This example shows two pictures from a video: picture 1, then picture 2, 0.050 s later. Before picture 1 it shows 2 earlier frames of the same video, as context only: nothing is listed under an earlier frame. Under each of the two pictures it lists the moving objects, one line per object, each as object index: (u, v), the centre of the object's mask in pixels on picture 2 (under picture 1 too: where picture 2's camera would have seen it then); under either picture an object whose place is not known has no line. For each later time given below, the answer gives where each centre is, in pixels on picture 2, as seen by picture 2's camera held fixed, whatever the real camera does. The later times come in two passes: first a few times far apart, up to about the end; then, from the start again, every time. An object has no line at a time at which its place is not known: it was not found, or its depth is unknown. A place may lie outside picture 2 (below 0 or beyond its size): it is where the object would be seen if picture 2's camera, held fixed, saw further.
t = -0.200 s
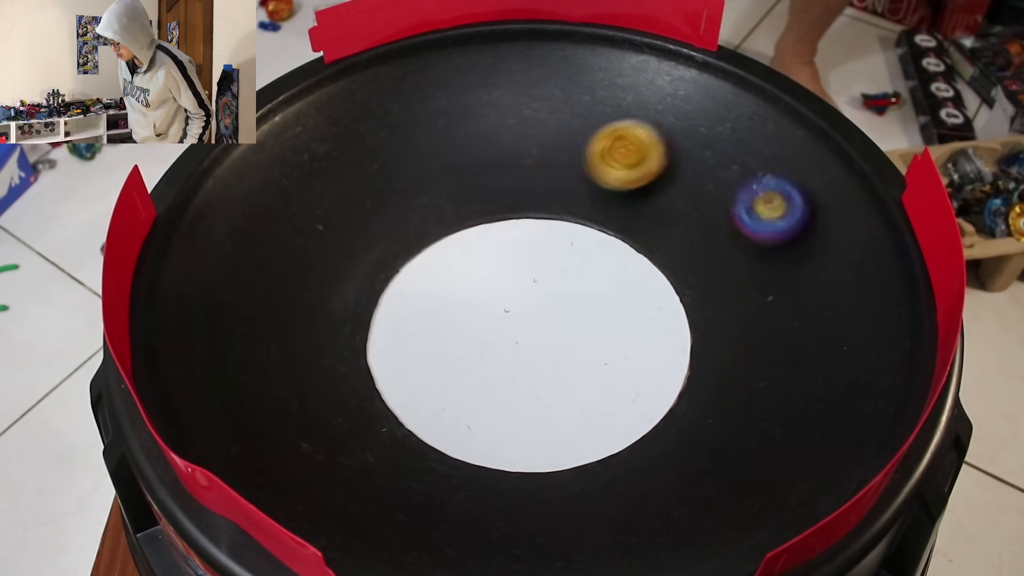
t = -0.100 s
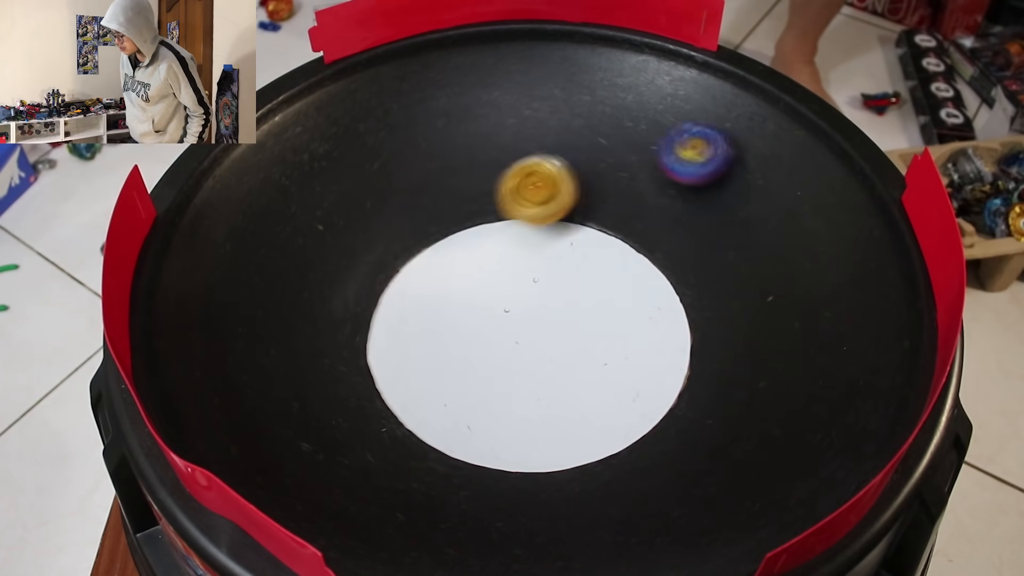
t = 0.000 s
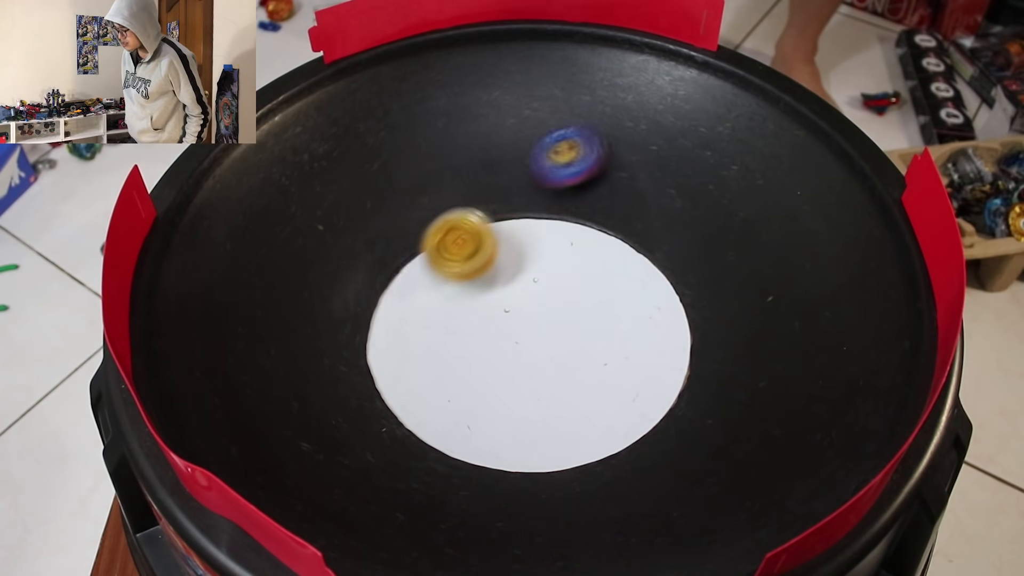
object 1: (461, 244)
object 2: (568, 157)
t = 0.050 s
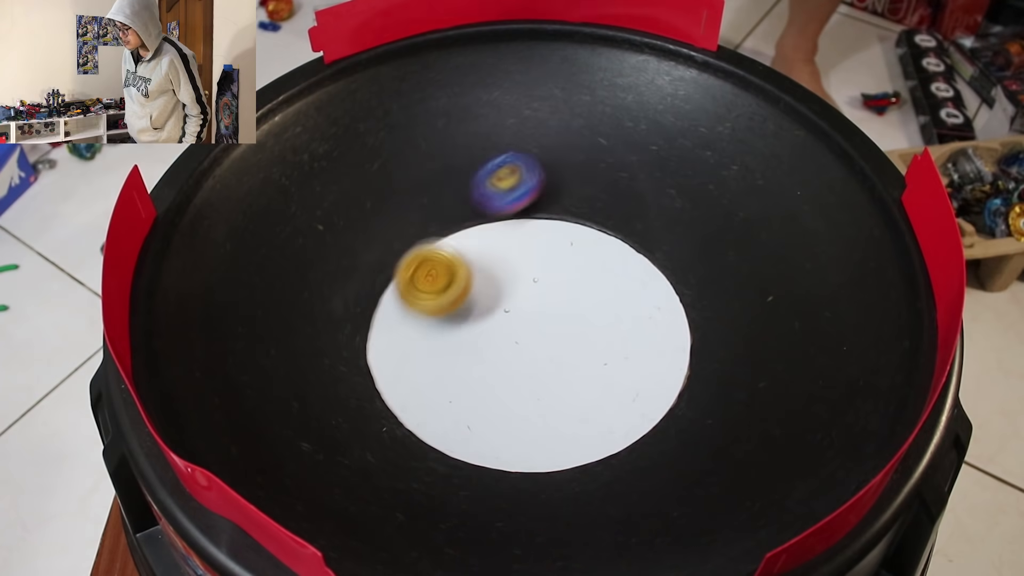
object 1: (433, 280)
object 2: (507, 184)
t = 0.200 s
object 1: (422, 385)
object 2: (406, 325)
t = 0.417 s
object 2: (580, 320)
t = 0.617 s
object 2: (706, 247)
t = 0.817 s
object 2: (704, 149)
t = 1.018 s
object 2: (546, 209)
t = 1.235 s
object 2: (538, 392)
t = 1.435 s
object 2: (652, 393)
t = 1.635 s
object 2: (635, 344)
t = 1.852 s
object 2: (573, 404)
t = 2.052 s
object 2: (620, 412)
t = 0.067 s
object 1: (426, 293)
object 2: (491, 194)
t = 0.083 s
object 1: (421, 305)
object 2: (477, 203)
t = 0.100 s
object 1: (417, 317)
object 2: (461, 217)
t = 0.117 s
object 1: (415, 329)
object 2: (446, 232)
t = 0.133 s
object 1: (413, 341)
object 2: (432, 247)
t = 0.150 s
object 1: (413, 352)
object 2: (419, 264)
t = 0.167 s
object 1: (415, 364)
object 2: (409, 285)
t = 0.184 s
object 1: (418, 374)
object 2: (406, 304)
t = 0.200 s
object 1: (422, 385)
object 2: (406, 325)
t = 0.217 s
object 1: (430, 408)
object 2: (413, 334)
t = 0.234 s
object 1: (444, 430)
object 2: (421, 333)
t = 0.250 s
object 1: (460, 454)
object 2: (429, 331)
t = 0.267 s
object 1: (478, 482)
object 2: (440, 328)
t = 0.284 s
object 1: (496, 512)
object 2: (452, 326)
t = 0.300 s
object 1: (516, 530)
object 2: (467, 324)
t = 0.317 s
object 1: (542, 529)
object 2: (482, 323)
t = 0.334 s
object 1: (568, 529)
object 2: (497, 325)
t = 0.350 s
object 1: (598, 529)
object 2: (513, 323)
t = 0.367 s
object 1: (627, 531)
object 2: (530, 323)
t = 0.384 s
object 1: (657, 535)
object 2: (547, 324)
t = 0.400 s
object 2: (565, 324)
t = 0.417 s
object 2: (580, 320)
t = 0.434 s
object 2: (596, 316)
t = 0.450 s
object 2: (612, 315)
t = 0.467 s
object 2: (624, 310)
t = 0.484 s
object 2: (638, 301)
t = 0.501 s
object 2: (650, 296)
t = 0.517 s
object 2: (662, 291)
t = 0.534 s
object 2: (673, 281)
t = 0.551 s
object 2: (680, 272)
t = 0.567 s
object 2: (686, 265)
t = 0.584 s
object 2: (692, 260)
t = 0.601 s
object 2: (698, 254)
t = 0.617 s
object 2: (706, 247)
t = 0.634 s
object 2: (713, 241)
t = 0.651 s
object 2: (719, 234)
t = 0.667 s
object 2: (725, 226)
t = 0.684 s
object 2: (730, 217)
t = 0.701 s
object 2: (734, 208)
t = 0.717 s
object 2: (735, 200)
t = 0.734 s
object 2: (735, 190)
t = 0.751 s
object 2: (733, 181)
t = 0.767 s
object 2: (729, 173)
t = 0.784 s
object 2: (723, 164)
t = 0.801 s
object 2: (715, 156)
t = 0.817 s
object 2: (704, 149)
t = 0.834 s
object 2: (691, 145)
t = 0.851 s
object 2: (677, 142)
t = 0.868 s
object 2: (661, 141)
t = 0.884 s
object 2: (646, 143)
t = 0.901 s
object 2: (630, 146)
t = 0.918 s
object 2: (615, 152)
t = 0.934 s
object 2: (600, 159)
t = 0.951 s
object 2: (586, 168)
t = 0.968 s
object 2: (573, 178)
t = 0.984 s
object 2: (562, 187)
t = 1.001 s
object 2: (554, 197)
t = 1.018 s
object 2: (546, 209)
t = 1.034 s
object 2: (537, 226)
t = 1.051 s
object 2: (528, 242)
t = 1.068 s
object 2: (522, 254)
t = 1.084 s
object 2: (516, 270)
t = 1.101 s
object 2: (512, 285)
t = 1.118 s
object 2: (510, 301)
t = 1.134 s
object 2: (508, 316)
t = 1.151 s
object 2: (510, 330)
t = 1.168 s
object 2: (512, 343)
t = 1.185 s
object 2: (516, 357)
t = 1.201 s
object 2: (521, 369)
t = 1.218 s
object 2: (529, 381)
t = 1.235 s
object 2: (538, 392)
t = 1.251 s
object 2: (549, 402)
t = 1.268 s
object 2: (561, 411)
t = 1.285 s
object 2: (575, 418)
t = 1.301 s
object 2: (590, 426)
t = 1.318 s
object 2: (607, 431)
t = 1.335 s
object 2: (617, 427)
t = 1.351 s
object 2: (623, 418)
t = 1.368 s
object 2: (630, 411)
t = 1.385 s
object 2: (636, 407)
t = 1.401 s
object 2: (641, 405)
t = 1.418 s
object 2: (647, 400)
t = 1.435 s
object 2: (652, 393)
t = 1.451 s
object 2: (657, 388)
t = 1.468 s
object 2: (662, 386)
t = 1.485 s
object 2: (663, 382)
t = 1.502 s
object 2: (661, 374)
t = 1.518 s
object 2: (658, 367)
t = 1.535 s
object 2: (656, 361)
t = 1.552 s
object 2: (654, 356)
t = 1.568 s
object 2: (650, 351)
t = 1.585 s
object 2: (647, 347)
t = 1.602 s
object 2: (643, 345)
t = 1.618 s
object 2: (640, 345)
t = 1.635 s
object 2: (635, 344)
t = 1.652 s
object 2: (629, 345)
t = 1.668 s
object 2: (624, 347)
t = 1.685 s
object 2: (618, 349)
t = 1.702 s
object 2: (611, 353)
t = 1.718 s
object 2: (605, 357)
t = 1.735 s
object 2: (599, 362)
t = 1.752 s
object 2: (593, 367)
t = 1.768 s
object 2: (588, 373)
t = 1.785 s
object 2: (583, 379)
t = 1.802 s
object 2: (579, 384)
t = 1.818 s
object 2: (576, 391)
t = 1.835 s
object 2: (574, 397)
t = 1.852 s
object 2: (573, 404)
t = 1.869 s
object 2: (572, 410)
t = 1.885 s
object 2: (573, 416)
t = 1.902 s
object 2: (575, 421)
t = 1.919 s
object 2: (578, 426)
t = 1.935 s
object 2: (583, 430)
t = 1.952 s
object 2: (589, 434)
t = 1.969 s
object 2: (594, 434)
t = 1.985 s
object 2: (600, 430)
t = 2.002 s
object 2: (605, 425)
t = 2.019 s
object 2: (611, 421)
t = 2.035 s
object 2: (616, 416)
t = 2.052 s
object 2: (620, 412)
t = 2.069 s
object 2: (623, 407)
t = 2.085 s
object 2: (624, 403)
